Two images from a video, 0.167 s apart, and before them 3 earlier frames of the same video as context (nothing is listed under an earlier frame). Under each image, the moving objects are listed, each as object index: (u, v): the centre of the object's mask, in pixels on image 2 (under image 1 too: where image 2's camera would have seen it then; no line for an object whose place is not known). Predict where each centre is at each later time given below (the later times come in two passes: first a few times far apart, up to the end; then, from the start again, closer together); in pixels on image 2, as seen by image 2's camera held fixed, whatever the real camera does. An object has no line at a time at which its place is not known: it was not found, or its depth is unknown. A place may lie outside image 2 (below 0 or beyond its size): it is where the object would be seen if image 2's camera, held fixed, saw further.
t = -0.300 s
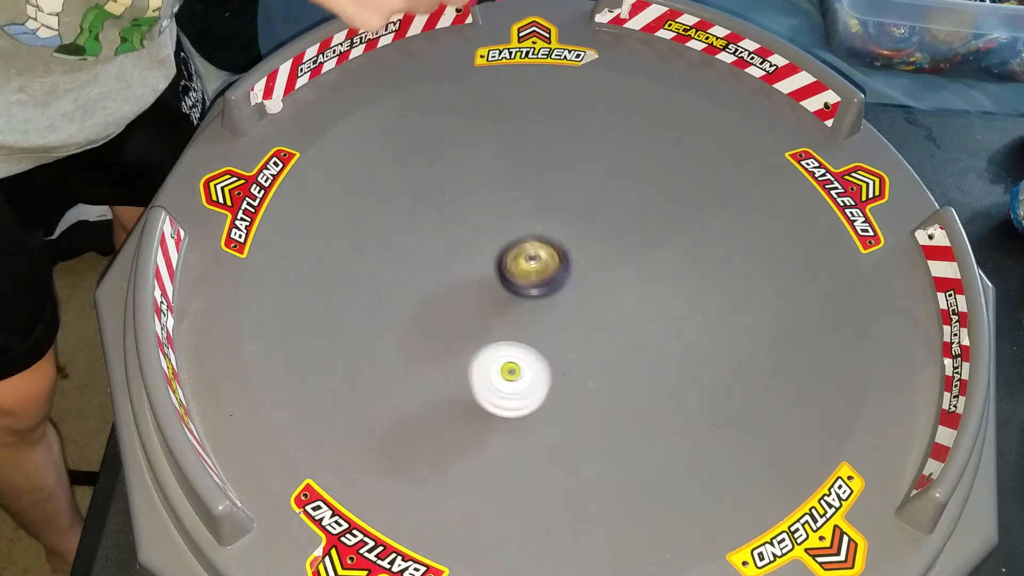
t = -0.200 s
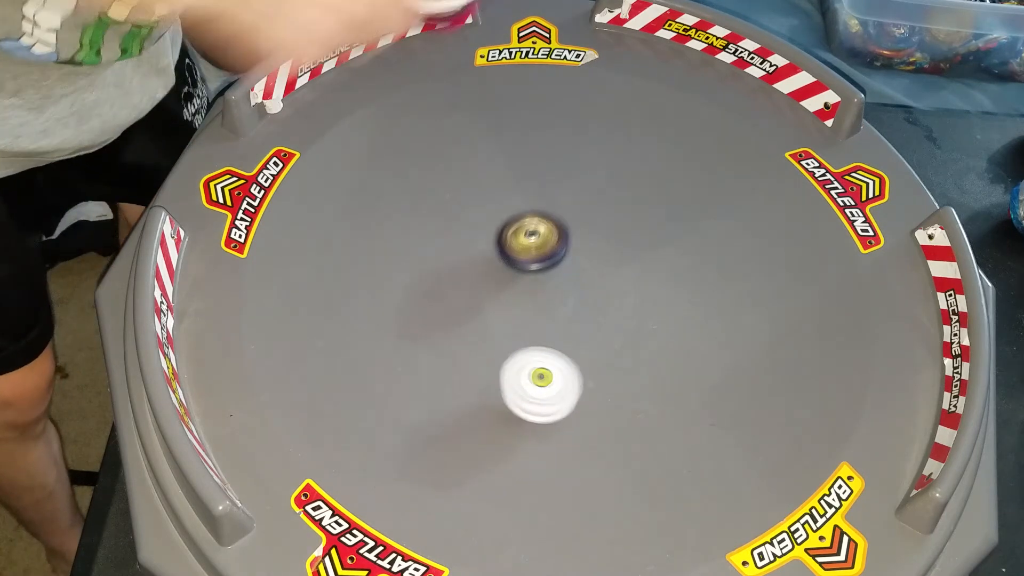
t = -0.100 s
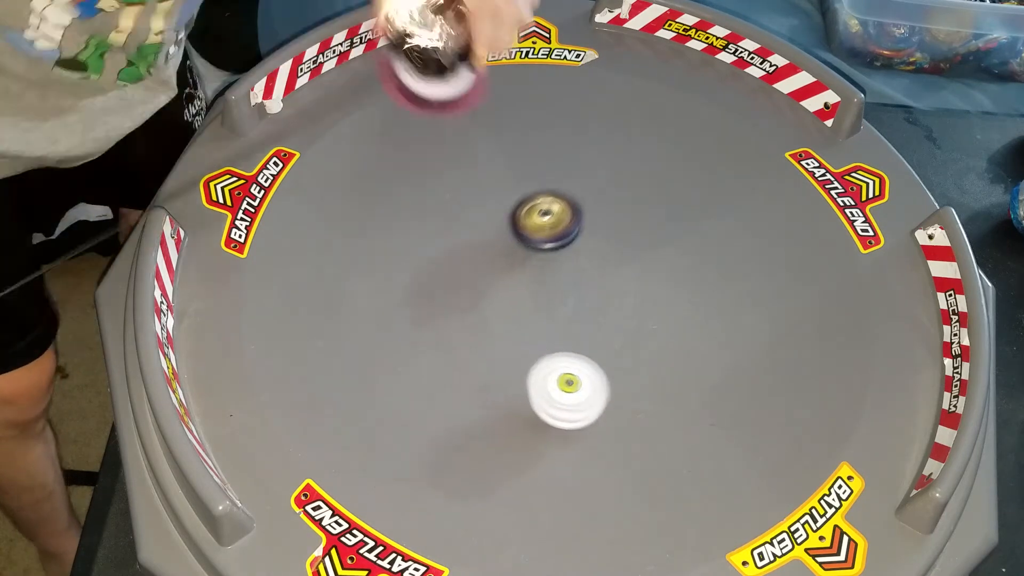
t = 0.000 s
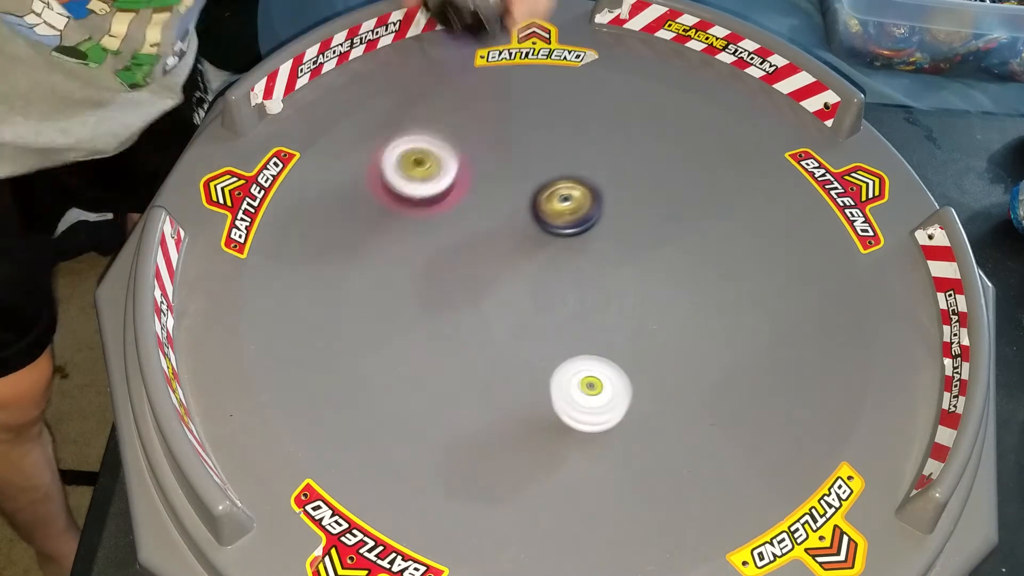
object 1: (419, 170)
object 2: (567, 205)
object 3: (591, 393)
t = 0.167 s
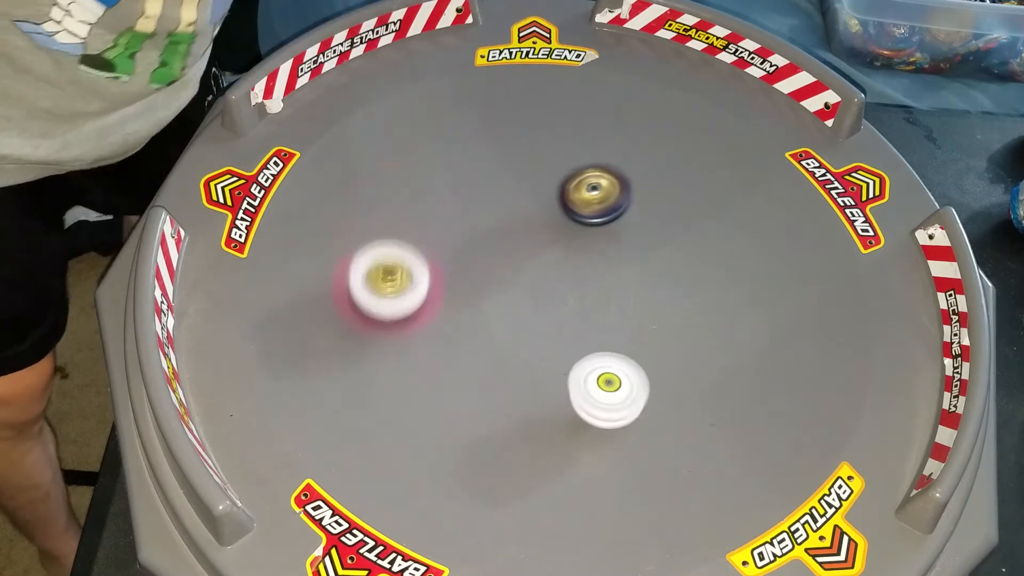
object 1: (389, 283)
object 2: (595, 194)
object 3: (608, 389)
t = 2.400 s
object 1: (531, 302)
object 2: (436, 257)
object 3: (372, 377)
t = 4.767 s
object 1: (556, 274)
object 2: (666, 236)
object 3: (539, 108)
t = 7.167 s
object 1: (542, 279)
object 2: (477, 378)
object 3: (719, 299)
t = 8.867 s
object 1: (544, 283)
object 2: (624, 202)
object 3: (418, 260)
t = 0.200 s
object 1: (390, 306)
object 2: (599, 194)
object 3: (610, 386)
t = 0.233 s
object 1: (394, 329)
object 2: (602, 194)
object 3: (612, 383)
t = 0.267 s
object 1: (403, 354)
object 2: (606, 194)
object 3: (615, 379)
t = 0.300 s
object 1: (416, 378)
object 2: (608, 195)
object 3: (617, 374)
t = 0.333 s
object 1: (433, 401)
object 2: (611, 197)
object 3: (620, 369)
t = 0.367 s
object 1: (454, 420)
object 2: (612, 199)
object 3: (623, 363)
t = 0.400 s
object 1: (478, 436)
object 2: (614, 201)
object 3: (626, 357)
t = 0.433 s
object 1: (506, 447)
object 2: (614, 204)
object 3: (630, 351)
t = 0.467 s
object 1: (537, 455)
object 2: (614, 206)
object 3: (633, 345)
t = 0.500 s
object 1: (569, 456)
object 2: (614, 210)
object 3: (636, 339)
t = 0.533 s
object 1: (601, 453)
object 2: (613, 213)
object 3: (638, 333)
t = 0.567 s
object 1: (631, 443)
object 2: (611, 217)
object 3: (640, 327)
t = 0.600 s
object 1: (660, 428)
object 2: (609, 220)
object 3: (642, 322)
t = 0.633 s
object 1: (684, 408)
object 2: (605, 224)
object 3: (643, 316)
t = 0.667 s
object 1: (704, 386)
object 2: (601, 228)
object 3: (644, 310)
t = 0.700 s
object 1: (720, 362)
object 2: (596, 232)
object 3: (646, 305)
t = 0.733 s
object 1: (731, 338)
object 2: (590, 237)
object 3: (645, 296)
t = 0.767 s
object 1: (739, 319)
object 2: (582, 241)
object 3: (645, 283)
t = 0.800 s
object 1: (744, 298)
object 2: (564, 241)
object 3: (653, 270)
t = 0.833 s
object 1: (746, 282)
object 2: (548, 241)
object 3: (654, 253)
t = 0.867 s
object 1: (743, 265)
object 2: (534, 240)
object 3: (652, 234)
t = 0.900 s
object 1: (734, 248)
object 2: (521, 239)
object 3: (651, 215)
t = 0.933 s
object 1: (723, 233)
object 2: (509, 238)
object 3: (649, 196)
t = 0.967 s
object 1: (709, 222)
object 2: (498, 236)
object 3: (645, 174)
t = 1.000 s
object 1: (691, 213)
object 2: (487, 234)
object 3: (643, 153)
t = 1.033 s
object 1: (671, 203)
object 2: (477, 231)
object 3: (642, 134)
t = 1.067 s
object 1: (647, 195)
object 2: (467, 229)
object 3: (643, 117)
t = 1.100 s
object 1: (622, 189)
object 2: (457, 226)
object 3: (645, 101)
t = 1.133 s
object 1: (596, 184)
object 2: (448, 224)
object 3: (649, 87)
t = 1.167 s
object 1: (572, 182)
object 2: (439, 220)
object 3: (652, 74)
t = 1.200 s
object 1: (548, 182)
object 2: (430, 217)
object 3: (655, 64)
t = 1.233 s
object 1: (525, 184)
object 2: (422, 214)
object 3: (657, 55)
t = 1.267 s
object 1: (503, 186)
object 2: (415, 211)
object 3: (657, 46)
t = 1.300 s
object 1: (487, 192)
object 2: (404, 207)
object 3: (651, 39)
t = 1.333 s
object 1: (481, 200)
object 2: (385, 200)
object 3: (639, 52)
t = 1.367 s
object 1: (476, 209)
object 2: (368, 193)
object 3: (628, 62)
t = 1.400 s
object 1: (472, 219)
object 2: (353, 186)
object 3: (617, 74)
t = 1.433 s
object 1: (467, 231)
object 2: (341, 179)
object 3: (607, 86)
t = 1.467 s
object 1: (463, 244)
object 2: (331, 172)
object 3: (597, 98)
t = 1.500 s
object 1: (463, 255)
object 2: (322, 166)
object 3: (585, 110)
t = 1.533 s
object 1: (465, 266)
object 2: (316, 159)
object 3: (571, 122)
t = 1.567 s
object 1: (469, 275)
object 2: (311, 153)
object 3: (557, 133)
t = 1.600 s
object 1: (472, 281)
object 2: (308, 149)
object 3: (542, 142)
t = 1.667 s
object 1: (478, 289)
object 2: (309, 144)
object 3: (512, 161)
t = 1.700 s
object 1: (481, 291)
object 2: (311, 142)
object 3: (496, 170)
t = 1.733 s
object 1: (483, 293)
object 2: (315, 143)
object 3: (482, 178)
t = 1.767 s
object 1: (486, 295)
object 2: (321, 146)
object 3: (468, 186)
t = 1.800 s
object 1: (488, 297)
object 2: (328, 149)
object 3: (454, 194)
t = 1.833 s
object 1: (491, 298)
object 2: (335, 153)
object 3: (440, 202)
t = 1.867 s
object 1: (494, 299)
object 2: (343, 159)
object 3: (428, 210)
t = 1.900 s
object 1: (496, 300)
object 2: (351, 165)
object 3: (416, 219)
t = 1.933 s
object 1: (499, 301)
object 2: (360, 171)
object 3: (404, 227)
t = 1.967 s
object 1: (501, 302)
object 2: (367, 176)
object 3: (395, 238)
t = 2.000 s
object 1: (503, 302)
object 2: (372, 180)
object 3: (390, 253)
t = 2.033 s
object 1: (506, 303)
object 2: (377, 184)
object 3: (385, 265)
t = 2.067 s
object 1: (508, 303)
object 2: (382, 188)
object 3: (380, 276)
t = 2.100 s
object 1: (511, 303)
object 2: (387, 192)
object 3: (376, 286)
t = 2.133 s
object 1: (513, 304)
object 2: (394, 198)
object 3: (372, 297)
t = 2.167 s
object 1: (515, 304)
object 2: (399, 204)
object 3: (370, 306)
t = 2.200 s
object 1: (517, 304)
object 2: (405, 211)
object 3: (368, 316)
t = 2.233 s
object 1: (520, 304)
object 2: (411, 218)
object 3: (367, 326)
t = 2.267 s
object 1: (522, 304)
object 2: (417, 226)
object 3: (366, 336)
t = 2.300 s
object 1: (524, 304)
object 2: (422, 232)
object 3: (366, 346)
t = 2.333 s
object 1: (527, 303)
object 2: (428, 240)
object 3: (368, 356)
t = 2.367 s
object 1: (529, 303)
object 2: (432, 248)
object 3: (370, 367)
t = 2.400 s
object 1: (531, 302)
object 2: (436, 257)
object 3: (372, 377)
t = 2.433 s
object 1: (534, 302)
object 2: (440, 266)
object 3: (375, 388)
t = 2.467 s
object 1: (536, 301)
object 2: (444, 275)
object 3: (379, 400)
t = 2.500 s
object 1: (539, 300)
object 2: (446, 285)
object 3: (383, 411)
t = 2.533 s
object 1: (542, 300)
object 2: (446, 294)
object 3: (388, 423)
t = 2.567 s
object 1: (545, 300)
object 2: (445, 303)
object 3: (393, 434)
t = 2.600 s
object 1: (548, 299)
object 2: (445, 312)
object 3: (398, 445)
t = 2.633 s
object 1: (549, 298)
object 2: (444, 322)
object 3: (404, 456)
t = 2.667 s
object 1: (551, 297)
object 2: (444, 332)
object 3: (410, 465)
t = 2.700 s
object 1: (552, 296)
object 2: (445, 341)
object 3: (417, 473)
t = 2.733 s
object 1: (553, 294)
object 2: (446, 350)
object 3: (424, 479)
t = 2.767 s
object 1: (554, 293)
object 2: (447, 359)
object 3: (431, 483)
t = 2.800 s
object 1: (555, 292)
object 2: (449, 368)
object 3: (440, 485)
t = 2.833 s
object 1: (555, 291)
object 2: (451, 377)
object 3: (449, 487)
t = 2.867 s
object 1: (556, 290)
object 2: (453, 385)
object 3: (461, 486)
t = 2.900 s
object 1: (556, 289)
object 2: (456, 392)
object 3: (473, 485)
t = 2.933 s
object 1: (556, 288)
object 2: (460, 400)
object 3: (486, 483)
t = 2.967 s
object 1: (556, 287)
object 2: (462, 406)
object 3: (502, 481)
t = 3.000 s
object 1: (556, 287)
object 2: (462, 409)
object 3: (523, 484)
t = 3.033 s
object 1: (557, 286)
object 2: (463, 409)
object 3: (543, 487)
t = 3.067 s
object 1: (557, 285)
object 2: (464, 409)
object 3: (561, 489)
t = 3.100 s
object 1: (557, 285)
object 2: (467, 409)
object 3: (579, 491)
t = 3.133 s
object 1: (557, 284)
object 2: (470, 409)
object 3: (596, 491)
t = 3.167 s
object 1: (557, 283)
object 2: (475, 408)
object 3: (613, 491)
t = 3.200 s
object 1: (557, 283)
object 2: (479, 407)
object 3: (629, 490)
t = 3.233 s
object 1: (558, 283)
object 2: (484, 407)
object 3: (645, 487)
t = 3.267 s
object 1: (557, 282)
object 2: (490, 406)
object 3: (662, 484)
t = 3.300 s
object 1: (557, 281)
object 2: (496, 404)
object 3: (677, 480)
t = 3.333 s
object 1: (558, 281)
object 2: (502, 403)
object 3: (691, 475)
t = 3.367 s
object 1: (558, 280)
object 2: (508, 402)
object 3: (703, 468)
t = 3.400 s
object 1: (559, 280)
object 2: (514, 400)
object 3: (714, 461)
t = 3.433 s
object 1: (559, 279)
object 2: (521, 399)
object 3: (724, 453)
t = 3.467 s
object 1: (558, 279)
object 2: (527, 397)
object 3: (733, 444)
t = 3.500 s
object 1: (559, 279)
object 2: (534, 395)
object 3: (741, 434)
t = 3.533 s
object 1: (559, 278)
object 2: (541, 393)
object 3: (748, 423)
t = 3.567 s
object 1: (559, 278)
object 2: (549, 391)
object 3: (753, 412)
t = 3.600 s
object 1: (560, 277)
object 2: (556, 389)
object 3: (758, 400)
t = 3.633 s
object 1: (560, 277)
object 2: (563, 387)
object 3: (761, 389)
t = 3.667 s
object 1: (560, 276)
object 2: (571, 384)
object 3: (764, 377)
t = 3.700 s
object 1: (559, 276)
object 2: (578, 382)
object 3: (766, 364)
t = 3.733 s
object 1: (560, 276)
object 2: (586, 379)
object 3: (766, 352)
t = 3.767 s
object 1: (560, 276)
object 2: (593, 376)
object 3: (767, 339)
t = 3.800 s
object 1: (560, 275)
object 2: (601, 373)
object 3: (766, 327)
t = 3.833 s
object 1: (560, 275)
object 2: (608, 370)
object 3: (765, 315)
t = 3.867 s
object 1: (560, 275)
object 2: (616, 367)
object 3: (763, 301)
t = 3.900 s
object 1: (560, 275)
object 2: (623, 364)
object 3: (760, 289)
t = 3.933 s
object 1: (560, 274)
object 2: (630, 360)
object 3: (756, 276)
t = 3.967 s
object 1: (560, 274)
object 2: (637, 356)
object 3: (751, 264)
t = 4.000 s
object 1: (560, 274)
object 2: (643, 352)
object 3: (747, 253)
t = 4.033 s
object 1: (560, 274)
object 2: (649, 348)
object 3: (742, 241)
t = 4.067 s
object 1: (561, 274)
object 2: (654, 344)
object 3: (736, 230)
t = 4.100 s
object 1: (561, 274)
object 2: (659, 339)
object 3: (730, 219)
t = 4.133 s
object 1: (560, 273)
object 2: (664, 335)
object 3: (724, 209)
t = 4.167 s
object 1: (560, 274)
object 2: (668, 330)
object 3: (717, 199)
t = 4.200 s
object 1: (560, 273)
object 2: (672, 325)
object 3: (710, 189)
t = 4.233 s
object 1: (560, 273)
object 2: (675, 319)
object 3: (702, 181)
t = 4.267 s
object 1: (560, 273)
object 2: (678, 314)
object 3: (693, 173)
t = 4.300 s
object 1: (560, 273)
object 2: (680, 309)
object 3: (684, 165)
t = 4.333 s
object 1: (560, 274)
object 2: (682, 304)
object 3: (674, 157)
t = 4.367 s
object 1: (559, 273)
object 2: (683, 299)
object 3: (665, 150)
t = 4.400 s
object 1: (559, 273)
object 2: (684, 293)
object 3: (655, 143)
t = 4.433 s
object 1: (559, 273)
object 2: (684, 288)
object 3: (645, 137)
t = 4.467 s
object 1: (559, 273)
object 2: (684, 282)
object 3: (635, 132)
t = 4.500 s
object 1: (559, 273)
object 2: (683, 277)
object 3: (625, 127)
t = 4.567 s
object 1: (558, 273)
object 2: (681, 266)
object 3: (603, 119)
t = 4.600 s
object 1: (557, 273)
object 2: (679, 261)
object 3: (593, 115)
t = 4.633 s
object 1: (557, 273)
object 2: (677, 256)
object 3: (582, 113)
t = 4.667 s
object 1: (557, 273)
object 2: (674, 251)
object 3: (571, 110)
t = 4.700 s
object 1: (557, 273)
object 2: (672, 246)
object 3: (560, 109)
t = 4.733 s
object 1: (556, 274)
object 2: (669, 241)
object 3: (549, 108)
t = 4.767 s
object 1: (556, 274)
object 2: (666, 236)
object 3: (539, 108)
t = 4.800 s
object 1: (556, 274)
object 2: (662, 232)
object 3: (529, 108)
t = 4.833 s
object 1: (555, 274)
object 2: (659, 227)
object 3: (518, 109)
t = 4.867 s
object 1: (555, 274)
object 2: (655, 222)
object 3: (508, 111)
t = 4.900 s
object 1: (555, 273)
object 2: (651, 218)
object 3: (498, 114)
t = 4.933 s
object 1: (554, 273)
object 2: (646, 214)
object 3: (488, 118)
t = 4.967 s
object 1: (554, 274)
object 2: (641, 210)
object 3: (479, 121)
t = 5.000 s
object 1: (553, 273)
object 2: (636, 206)
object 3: (469, 126)
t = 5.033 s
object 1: (553, 273)
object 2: (631, 202)
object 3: (460, 131)
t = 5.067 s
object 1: (552, 273)
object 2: (626, 198)
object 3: (451, 137)
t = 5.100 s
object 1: (551, 273)
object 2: (621, 195)
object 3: (443, 143)
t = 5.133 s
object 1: (551, 273)
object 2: (615, 191)
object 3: (434, 150)
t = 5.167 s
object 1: (550, 273)
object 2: (609, 189)
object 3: (426, 157)
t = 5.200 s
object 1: (550, 273)
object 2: (604, 186)
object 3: (419, 165)
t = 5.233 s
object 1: (549, 273)
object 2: (598, 183)
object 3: (411, 173)
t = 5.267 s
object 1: (549, 273)
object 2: (592, 181)
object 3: (405, 181)
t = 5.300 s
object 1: (549, 273)
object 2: (586, 179)
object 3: (398, 189)
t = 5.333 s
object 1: (548, 273)
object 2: (580, 178)
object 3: (392, 198)
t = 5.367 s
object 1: (547, 273)
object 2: (574, 176)
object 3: (386, 208)
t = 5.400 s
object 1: (547, 273)
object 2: (567, 175)
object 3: (381, 216)
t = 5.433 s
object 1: (547, 273)
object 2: (561, 174)
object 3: (377, 226)
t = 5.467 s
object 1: (546, 273)
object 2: (555, 173)
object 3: (373, 236)
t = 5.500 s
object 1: (546, 273)
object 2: (548, 172)
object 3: (370, 246)
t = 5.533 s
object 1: (545, 273)
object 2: (542, 172)
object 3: (367, 256)
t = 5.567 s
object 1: (545, 273)
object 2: (535, 172)
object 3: (365, 266)
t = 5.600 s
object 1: (544, 273)
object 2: (529, 172)
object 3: (365, 276)
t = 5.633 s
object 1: (544, 273)
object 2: (523, 173)
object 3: (365, 287)
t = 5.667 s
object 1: (543, 273)
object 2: (516, 173)
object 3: (365, 297)
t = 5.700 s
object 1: (543, 273)
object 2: (510, 174)
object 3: (367, 308)
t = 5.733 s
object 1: (542, 273)
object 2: (504, 176)
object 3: (369, 318)
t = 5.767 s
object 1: (542, 273)
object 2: (498, 178)
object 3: (371, 328)
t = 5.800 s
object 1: (542, 273)
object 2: (492, 179)
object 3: (375, 338)
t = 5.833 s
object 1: (542, 273)
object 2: (487, 182)
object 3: (379, 347)
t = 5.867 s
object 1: (541, 272)
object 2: (482, 184)
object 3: (384, 356)
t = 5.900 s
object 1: (541, 272)
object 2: (476, 187)
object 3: (390, 366)
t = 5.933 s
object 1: (540, 272)
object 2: (471, 190)
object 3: (396, 375)
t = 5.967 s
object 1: (540, 272)
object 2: (466, 193)
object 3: (402, 383)
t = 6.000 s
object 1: (540, 272)
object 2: (461, 196)
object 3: (409, 390)
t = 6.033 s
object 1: (539, 272)
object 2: (456, 199)
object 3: (416, 396)
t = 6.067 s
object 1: (539, 272)
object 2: (452, 203)
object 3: (423, 401)
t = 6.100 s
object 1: (539, 272)
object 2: (448, 207)
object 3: (430, 405)
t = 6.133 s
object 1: (539, 272)
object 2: (444, 211)
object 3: (438, 409)
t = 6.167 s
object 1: (539, 272)
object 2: (440, 215)
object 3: (447, 412)
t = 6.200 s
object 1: (539, 272)
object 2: (437, 220)
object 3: (456, 414)
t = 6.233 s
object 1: (538, 272)
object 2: (434, 225)
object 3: (466, 415)
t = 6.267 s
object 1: (538, 272)
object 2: (431, 230)
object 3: (478, 416)
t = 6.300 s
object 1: (538, 272)
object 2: (429, 235)
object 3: (492, 417)
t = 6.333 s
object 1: (538, 272)
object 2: (426, 240)
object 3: (504, 417)
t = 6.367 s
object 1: (538, 273)
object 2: (424, 245)
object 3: (518, 417)
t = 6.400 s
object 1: (538, 273)
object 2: (423, 251)
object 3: (532, 416)
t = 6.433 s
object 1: (538, 273)
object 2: (421, 257)
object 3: (545, 415)
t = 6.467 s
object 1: (538, 273)
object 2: (421, 262)
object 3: (559, 413)
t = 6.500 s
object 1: (538, 273)
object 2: (421, 268)
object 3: (572, 411)
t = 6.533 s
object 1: (538, 273)
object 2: (421, 274)
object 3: (585, 409)
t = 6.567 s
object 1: (538, 273)
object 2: (421, 280)
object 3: (598, 406)
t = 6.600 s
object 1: (538, 274)
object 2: (422, 286)
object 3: (610, 402)
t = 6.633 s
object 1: (539, 274)
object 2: (423, 293)
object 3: (622, 398)
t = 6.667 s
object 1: (539, 275)
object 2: (424, 298)
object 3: (633, 394)
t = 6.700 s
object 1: (539, 275)
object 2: (425, 305)
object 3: (644, 390)
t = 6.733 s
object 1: (539, 275)
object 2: (427, 311)
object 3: (655, 385)
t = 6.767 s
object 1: (539, 275)
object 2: (429, 317)
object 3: (665, 380)
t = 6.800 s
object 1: (539, 276)
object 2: (431, 323)
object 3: (674, 374)
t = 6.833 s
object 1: (540, 276)
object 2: (434, 329)
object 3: (682, 368)
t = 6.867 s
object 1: (540, 276)
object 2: (437, 335)
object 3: (690, 362)
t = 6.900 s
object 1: (540, 276)
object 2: (440, 340)
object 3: (697, 355)
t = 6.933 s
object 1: (540, 277)
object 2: (443, 346)
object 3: (703, 349)
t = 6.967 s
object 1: (541, 277)
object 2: (447, 351)
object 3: (708, 342)
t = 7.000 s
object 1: (541, 277)
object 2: (451, 356)
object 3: (712, 335)
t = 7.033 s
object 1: (541, 278)
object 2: (456, 361)
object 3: (715, 328)
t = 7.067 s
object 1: (541, 278)
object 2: (461, 365)
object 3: (718, 321)
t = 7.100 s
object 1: (541, 278)
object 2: (466, 370)
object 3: (719, 313)
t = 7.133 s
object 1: (542, 279)
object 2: (472, 374)
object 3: (720, 306)
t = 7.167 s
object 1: (542, 279)
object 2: (477, 378)
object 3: (719, 299)
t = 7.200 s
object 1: (542, 279)
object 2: (484, 382)
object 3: (718, 293)
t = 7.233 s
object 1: (542, 279)
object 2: (490, 385)
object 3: (717, 287)
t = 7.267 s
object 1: (542, 280)
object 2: (496, 387)
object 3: (713, 280)
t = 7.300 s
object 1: (542, 280)
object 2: (503, 389)
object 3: (709, 273)
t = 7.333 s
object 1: (543, 280)
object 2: (509, 391)
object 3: (705, 265)
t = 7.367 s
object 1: (543, 281)
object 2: (516, 392)
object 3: (699, 258)
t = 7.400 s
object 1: (543, 281)
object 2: (523, 392)
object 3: (694, 251)
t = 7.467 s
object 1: (543, 282)
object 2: (537, 391)
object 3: (682, 238)
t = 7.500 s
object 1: (543, 282)
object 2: (544, 391)
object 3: (675, 231)
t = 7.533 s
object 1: (543, 282)
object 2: (551, 389)
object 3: (668, 224)
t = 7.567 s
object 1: (543, 283)
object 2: (558, 388)
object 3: (661, 218)
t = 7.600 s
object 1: (543, 283)
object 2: (565, 386)
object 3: (654, 212)
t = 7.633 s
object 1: (543, 283)
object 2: (573, 384)
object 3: (646, 205)
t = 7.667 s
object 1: (543, 283)
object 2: (580, 382)
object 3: (638, 199)
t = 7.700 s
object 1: (543, 283)
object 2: (587, 379)
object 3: (630, 194)
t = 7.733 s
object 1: (543, 283)
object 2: (594, 377)
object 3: (623, 188)
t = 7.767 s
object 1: (543, 284)
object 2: (601, 374)
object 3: (615, 183)
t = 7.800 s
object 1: (542, 284)
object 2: (608, 370)
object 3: (607, 179)
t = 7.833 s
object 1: (542, 284)
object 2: (615, 367)
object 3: (600, 175)
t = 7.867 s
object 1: (542, 285)
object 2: (622, 363)
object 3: (592, 171)
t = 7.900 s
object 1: (543, 285)
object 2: (628, 359)
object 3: (585, 167)
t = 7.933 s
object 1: (543, 285)
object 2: (634, 354)
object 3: (577, 164)
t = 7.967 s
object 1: (543, 285)
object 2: (639, 350)
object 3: (570, 161)
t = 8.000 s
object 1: (543, 285)
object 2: (644, 344)
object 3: (562, 159)
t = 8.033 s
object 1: (543, 285)
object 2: (649, 340)
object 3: (555, 157)
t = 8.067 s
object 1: (543, 286)
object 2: (653, 334)
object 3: (547, 155)
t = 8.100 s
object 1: (543, 285)
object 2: (657, 329)
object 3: (540, 154)
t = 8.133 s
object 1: (543, 286)
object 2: (661, 324)
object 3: (533, 154)
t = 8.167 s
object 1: (543, 285)
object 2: (664, 318)
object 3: (527, 154)
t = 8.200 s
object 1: (543, 285)
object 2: (667, 312)
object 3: (522, 155)
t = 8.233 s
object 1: (543, 285)
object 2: (668, 306)
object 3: (516, 157)
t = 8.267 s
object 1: (543, 286)
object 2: (670, 300)
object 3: (510, 159)
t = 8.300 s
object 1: (543, 286)
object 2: (672, 294)
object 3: (504, 162)
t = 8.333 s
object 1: (543, 285)
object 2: (672, 288)
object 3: (498, 166)
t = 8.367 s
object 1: (543, 286)
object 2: (672, 282)
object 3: (492, 170)
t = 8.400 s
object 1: (543, 286)
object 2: (672, 275)
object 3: (486, 174)
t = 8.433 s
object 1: (543, 286)
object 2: (672, 270)
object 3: (481, 179)
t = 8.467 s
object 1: (543, 286)
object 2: (670, 264)
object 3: (475, 184)
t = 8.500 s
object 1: (543, 285)
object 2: (669, 258)
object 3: (469, 190)
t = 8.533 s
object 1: (543, 285)
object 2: (666, 252)
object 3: (463, 195)
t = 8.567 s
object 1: (543, 285)
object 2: (664, 246)
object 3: (458, 201)
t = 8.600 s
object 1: (543, 285)
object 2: (661, 241)
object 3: (453, 207)
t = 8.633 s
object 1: (543, 285)
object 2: (658, 235)
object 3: (447, 213)
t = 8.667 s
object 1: (544, 285)
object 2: (654, 230)
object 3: (442, 220)
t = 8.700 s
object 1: (544, 284)
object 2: (650, 225)
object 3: (438, 226)
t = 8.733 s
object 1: (544, 284)
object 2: (646, 220)
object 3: (433, 233)
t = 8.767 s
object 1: (544, 284)
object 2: (640, 215)
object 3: (429, 240)
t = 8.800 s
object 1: (544, 283)
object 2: (635, 211)
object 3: (424, 246)
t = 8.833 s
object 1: (544, 283)
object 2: (630, 207)
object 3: (421, 253)
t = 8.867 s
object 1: (544, 283)
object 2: (624, 202)
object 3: (418, 260)
